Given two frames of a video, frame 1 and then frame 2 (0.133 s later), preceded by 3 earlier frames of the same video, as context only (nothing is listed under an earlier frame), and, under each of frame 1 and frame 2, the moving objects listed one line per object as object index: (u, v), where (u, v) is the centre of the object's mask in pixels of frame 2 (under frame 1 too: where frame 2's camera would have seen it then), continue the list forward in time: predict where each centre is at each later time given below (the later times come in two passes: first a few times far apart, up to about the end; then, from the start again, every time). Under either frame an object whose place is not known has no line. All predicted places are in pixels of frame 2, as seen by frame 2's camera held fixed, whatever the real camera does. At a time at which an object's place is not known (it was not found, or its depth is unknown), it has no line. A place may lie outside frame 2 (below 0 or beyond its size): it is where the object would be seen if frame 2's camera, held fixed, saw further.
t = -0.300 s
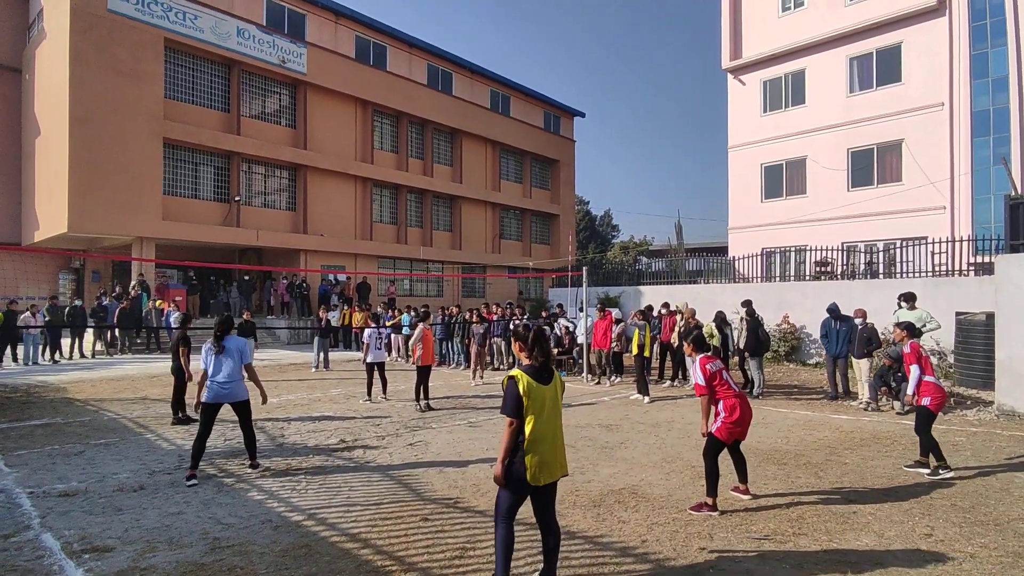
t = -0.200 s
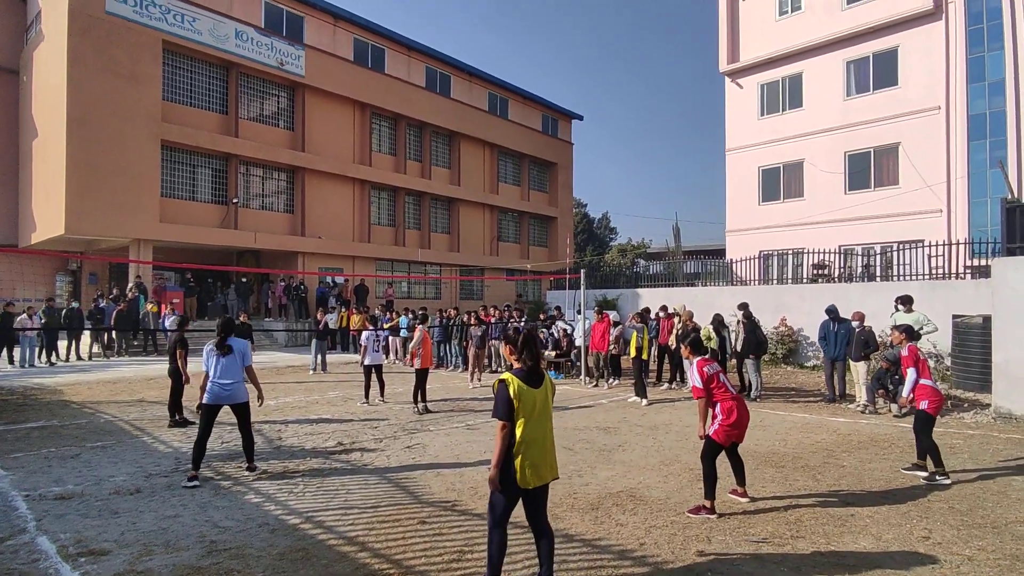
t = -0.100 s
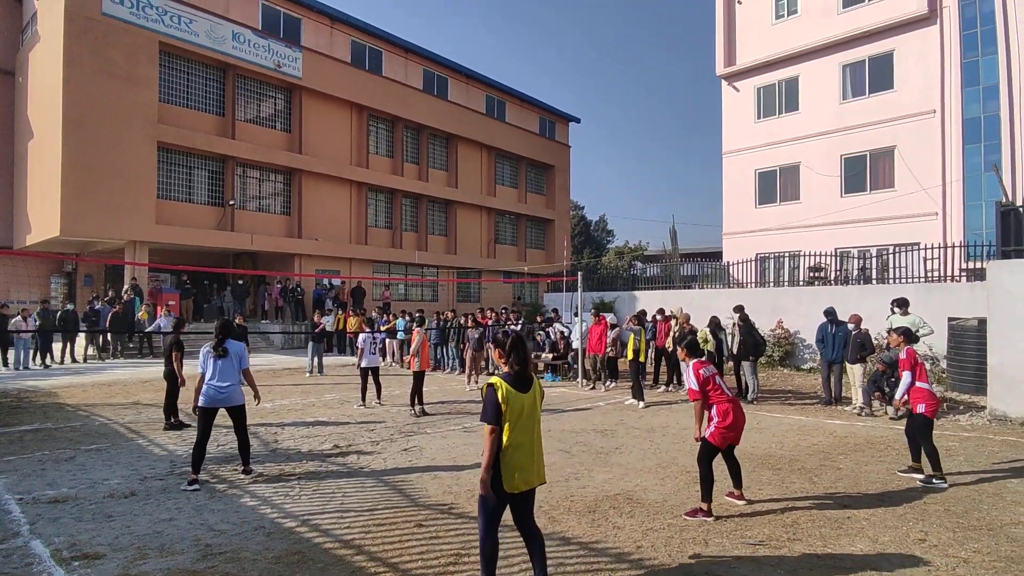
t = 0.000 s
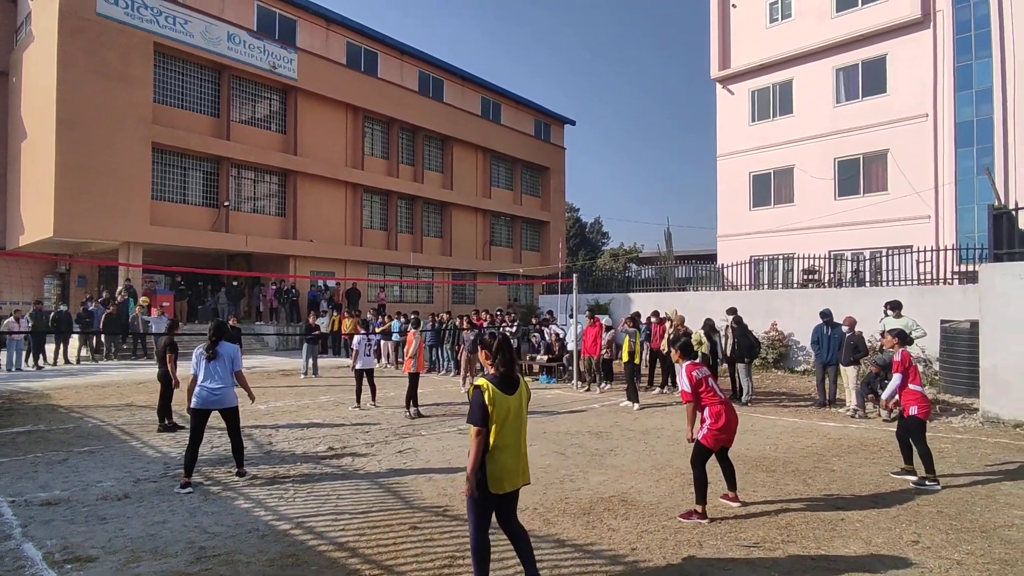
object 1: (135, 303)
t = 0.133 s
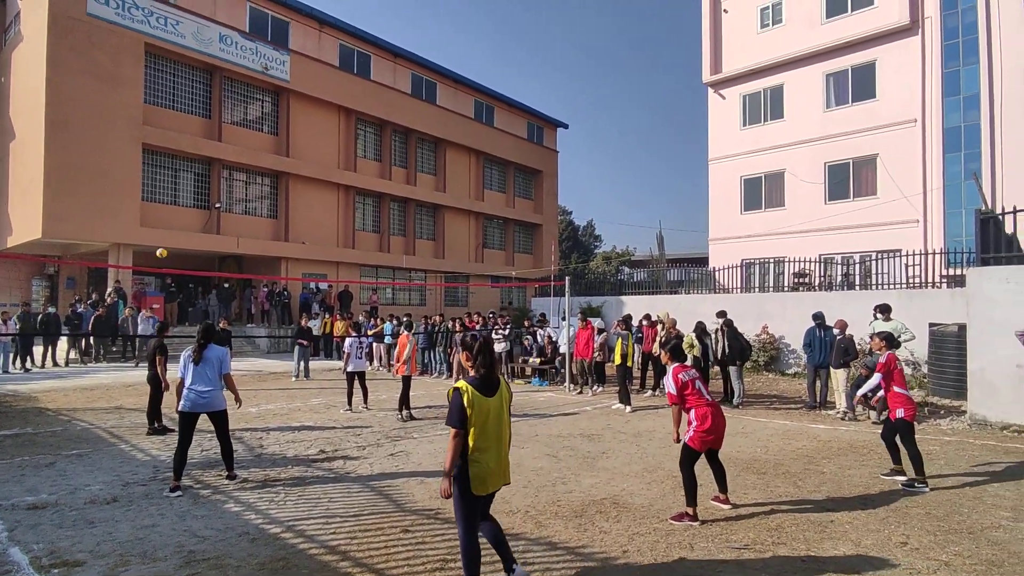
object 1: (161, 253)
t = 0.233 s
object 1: (183, 217)
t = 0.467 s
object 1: (243, 144)
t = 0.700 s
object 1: (311, 86)
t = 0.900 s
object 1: (378, 53)
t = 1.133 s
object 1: (470, 39)
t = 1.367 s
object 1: (583, 62)
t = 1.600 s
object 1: (724, 138)
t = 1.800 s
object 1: (870, 253)
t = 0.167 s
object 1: (169, 241)
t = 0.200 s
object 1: (176, 229)
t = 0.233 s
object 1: (183, 217)
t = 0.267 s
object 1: (191, 206)
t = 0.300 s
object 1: (199, 195)
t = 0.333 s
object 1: (208, 185)
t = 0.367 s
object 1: (216, 174)
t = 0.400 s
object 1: (225, 164)
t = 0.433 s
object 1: (234, 154)
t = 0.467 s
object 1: (243, 144)
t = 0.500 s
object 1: (252, 134)
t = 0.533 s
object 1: (262, 126)
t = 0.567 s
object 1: (271, 117)
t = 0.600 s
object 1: (281, 108)
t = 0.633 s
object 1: (290, 100)
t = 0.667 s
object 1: (300, 93)
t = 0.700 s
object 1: (311, 86)
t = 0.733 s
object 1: (321, 79)
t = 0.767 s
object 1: (332, 73)
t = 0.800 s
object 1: (343, 67)
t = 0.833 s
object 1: (354, 63)
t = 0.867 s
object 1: (365, 57)
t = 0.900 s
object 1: (378, 53)
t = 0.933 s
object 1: (390, 50)
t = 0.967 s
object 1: (403, 47)
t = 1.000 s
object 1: (416, 45)
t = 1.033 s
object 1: (428, 41)
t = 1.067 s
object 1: (442, 40)
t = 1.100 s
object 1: (456, 39)
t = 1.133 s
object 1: (470, 39)
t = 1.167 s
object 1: (485, 40)
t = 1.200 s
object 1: (500, 42)
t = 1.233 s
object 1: (516, 43)
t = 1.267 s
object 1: (532, 47)
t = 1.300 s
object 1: (549, 51)
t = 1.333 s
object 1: (566, 56)
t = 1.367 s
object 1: (583, 62)
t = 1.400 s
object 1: (602, 69)
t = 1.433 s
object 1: (620, 77)
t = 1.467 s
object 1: (640, 87)
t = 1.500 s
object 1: (660, 97)
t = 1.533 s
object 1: (680, 109)
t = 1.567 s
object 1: (702, 124)
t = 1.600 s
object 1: (724, 138)
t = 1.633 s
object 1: (747, 153)
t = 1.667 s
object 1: (770, 170)
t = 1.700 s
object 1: (794, 188)
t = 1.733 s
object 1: (818, 208)
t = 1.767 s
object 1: (844, 230)
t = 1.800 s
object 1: (870, 253)
